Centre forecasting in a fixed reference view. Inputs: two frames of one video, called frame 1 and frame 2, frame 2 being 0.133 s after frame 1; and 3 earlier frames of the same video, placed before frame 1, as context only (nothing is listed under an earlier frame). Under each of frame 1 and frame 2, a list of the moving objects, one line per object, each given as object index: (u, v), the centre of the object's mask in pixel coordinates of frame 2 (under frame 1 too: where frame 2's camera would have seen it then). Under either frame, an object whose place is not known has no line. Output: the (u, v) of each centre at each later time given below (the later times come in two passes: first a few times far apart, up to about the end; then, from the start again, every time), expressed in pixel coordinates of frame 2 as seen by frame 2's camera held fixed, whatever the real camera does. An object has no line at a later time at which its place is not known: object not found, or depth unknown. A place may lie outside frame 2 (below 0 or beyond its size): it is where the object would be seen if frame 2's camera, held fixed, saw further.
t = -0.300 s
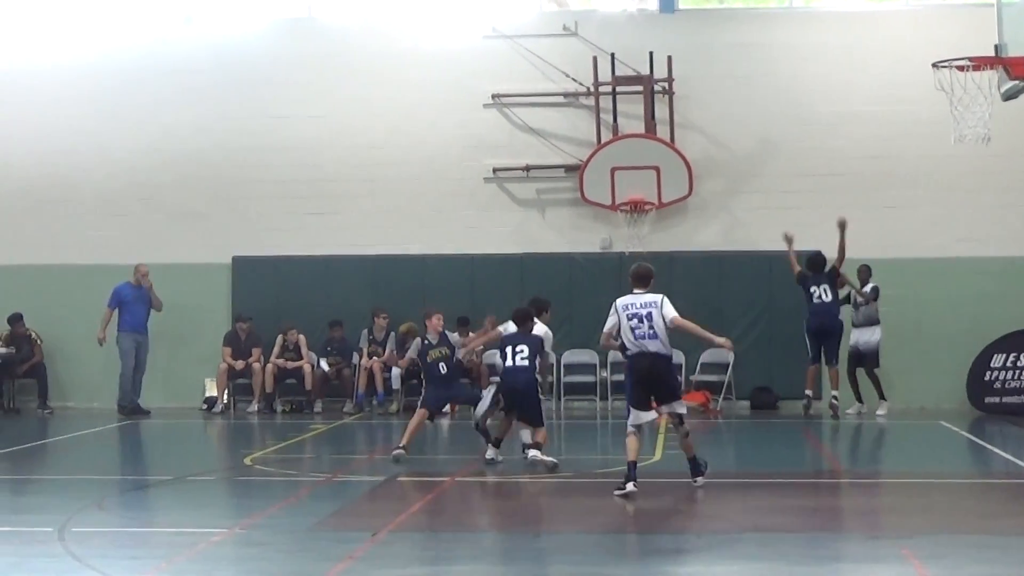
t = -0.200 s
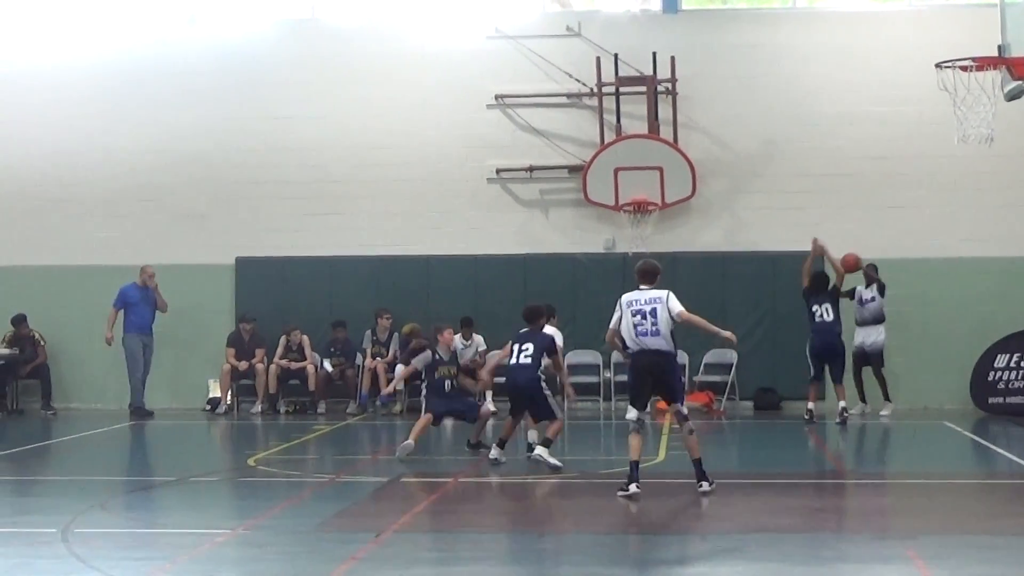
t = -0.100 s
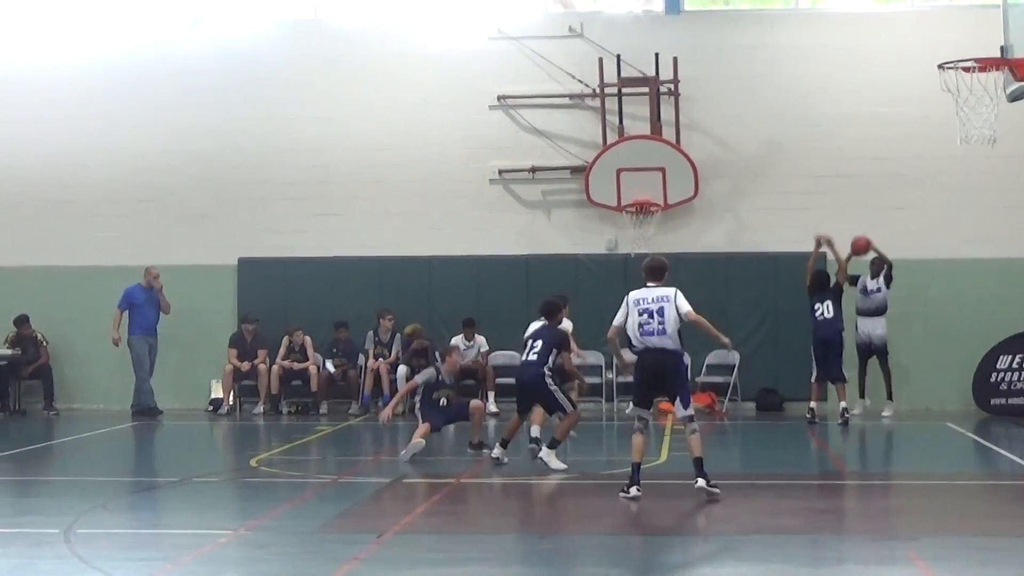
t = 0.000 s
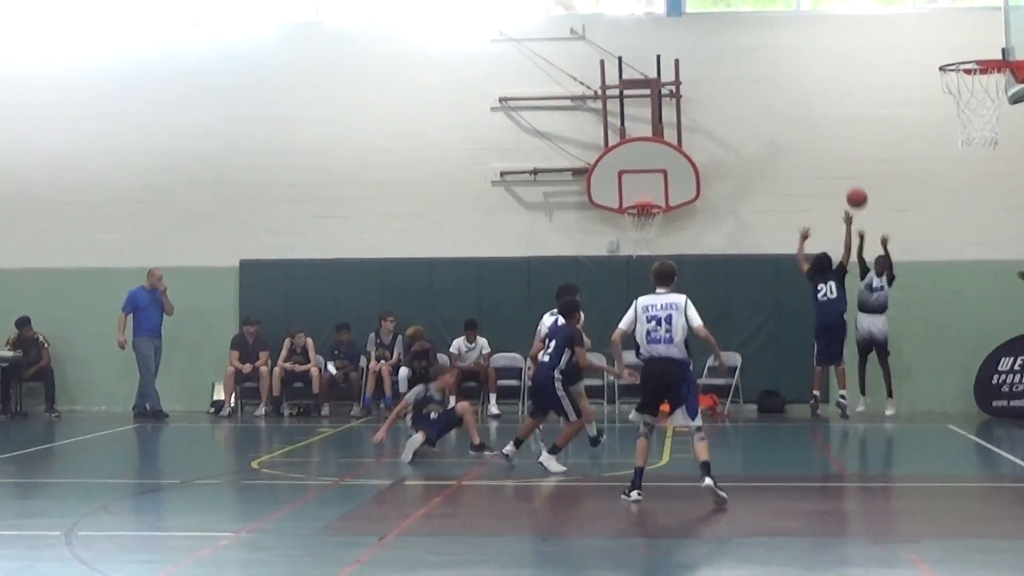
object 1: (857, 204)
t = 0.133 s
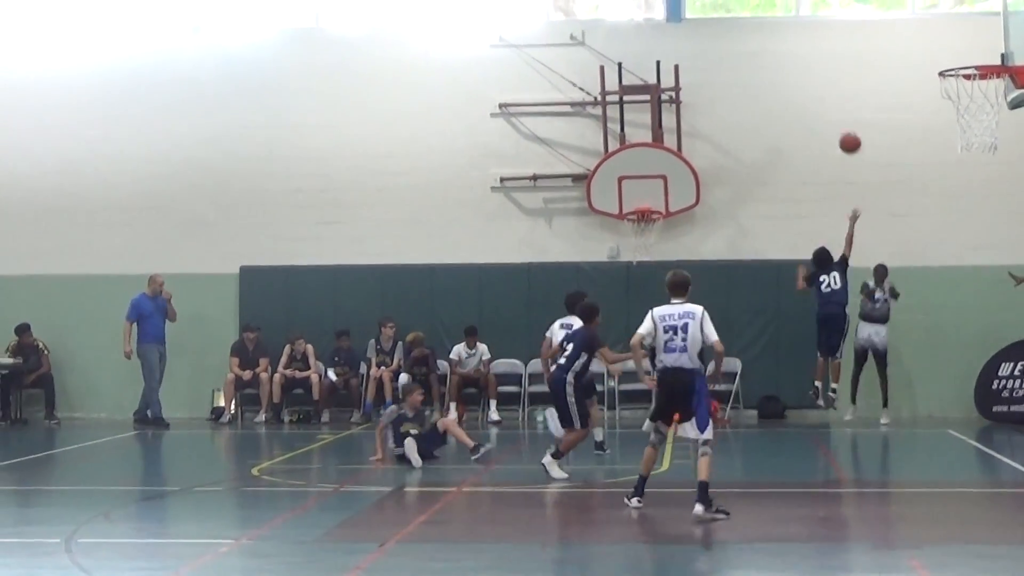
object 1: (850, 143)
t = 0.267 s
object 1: (843, 93)
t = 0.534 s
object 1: (826, 28)
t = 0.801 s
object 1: (809, 31)
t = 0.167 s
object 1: (848, 129)
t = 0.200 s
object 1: (846, 117)
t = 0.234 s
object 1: (845, 104)
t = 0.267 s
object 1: (843, 93)
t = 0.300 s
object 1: (840, 82)
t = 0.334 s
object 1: (839, 72)
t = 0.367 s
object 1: (837, 62)
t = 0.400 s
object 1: (834, 55)
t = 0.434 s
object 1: (833, 46)
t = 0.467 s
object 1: (831, 39)
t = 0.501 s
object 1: (828, 33)
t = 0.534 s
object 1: (826, 28)
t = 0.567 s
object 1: (824, 25)
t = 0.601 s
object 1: (822, 22)
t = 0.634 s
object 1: (820, 20)
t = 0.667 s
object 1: (818, 19)
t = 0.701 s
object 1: (816, 20)
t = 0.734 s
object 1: (813, 22)
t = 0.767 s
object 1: (811, 26)
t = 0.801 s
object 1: (809, 31)
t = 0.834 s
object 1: (807, 37)
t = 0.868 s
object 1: (806, 43)
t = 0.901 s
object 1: (805, 50)
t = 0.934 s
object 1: (802, 61)
